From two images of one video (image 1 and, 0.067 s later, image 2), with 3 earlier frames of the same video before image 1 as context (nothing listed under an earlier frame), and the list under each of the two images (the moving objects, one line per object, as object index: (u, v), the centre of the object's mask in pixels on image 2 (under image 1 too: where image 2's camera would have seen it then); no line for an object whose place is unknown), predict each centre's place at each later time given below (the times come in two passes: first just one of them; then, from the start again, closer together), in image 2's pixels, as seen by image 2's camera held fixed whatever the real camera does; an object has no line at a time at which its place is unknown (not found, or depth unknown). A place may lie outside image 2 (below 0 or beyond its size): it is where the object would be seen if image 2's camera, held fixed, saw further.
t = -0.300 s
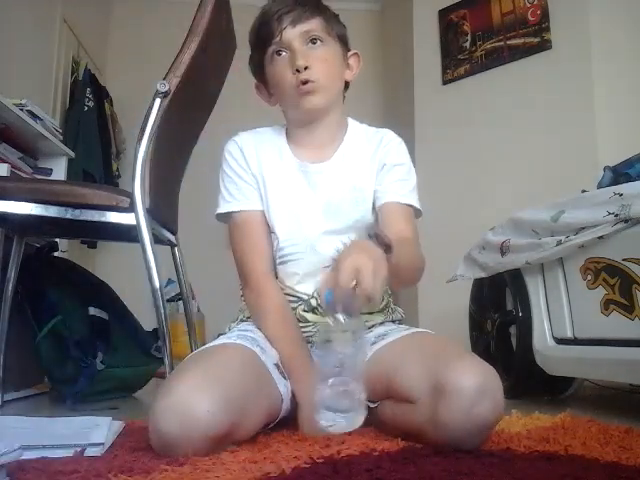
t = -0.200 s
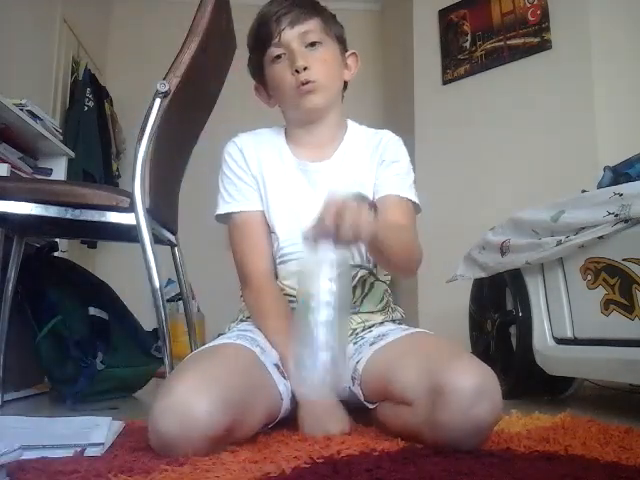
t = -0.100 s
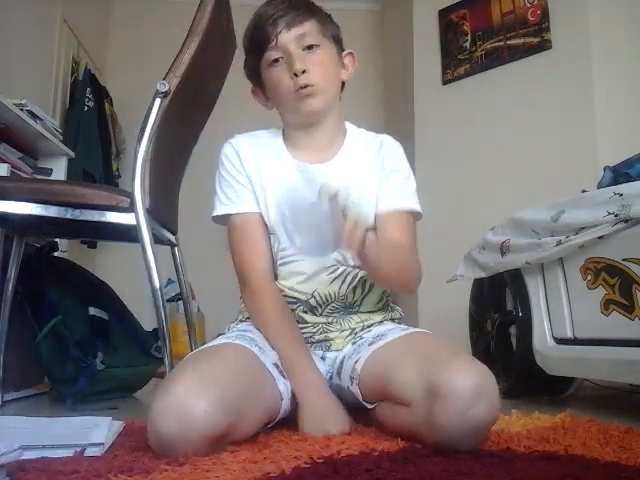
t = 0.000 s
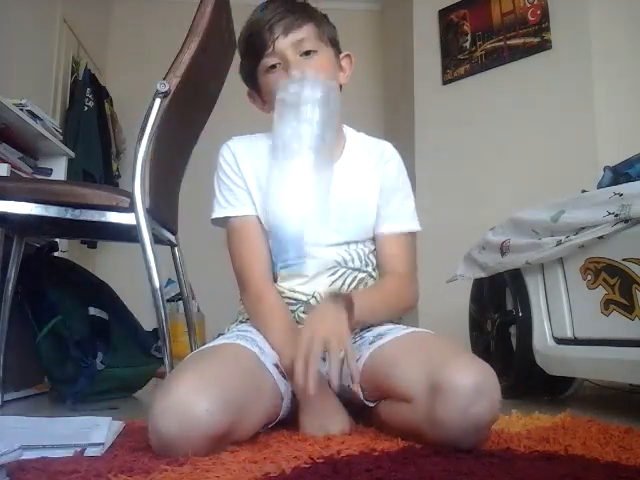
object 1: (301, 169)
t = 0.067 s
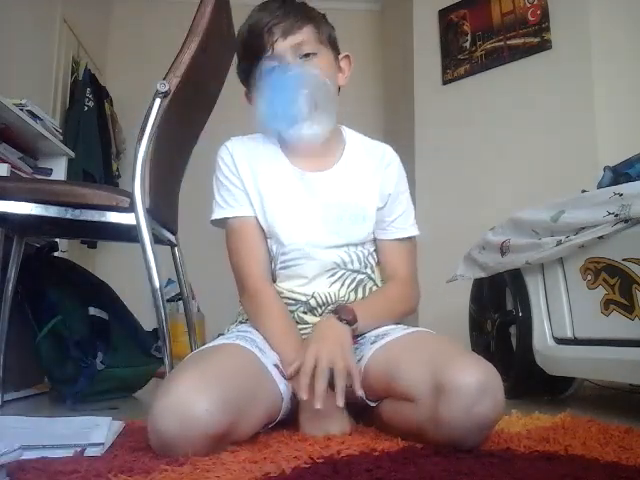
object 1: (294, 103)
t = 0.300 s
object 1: (279, 394)
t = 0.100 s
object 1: (293, 81)
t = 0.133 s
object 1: (294, 93)
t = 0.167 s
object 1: (294, 123)
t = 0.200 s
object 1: (291, 165)
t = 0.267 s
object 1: (283, 341)
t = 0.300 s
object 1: (279, 394)
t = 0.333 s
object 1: (275, 393)
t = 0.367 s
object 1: (273, 393)
